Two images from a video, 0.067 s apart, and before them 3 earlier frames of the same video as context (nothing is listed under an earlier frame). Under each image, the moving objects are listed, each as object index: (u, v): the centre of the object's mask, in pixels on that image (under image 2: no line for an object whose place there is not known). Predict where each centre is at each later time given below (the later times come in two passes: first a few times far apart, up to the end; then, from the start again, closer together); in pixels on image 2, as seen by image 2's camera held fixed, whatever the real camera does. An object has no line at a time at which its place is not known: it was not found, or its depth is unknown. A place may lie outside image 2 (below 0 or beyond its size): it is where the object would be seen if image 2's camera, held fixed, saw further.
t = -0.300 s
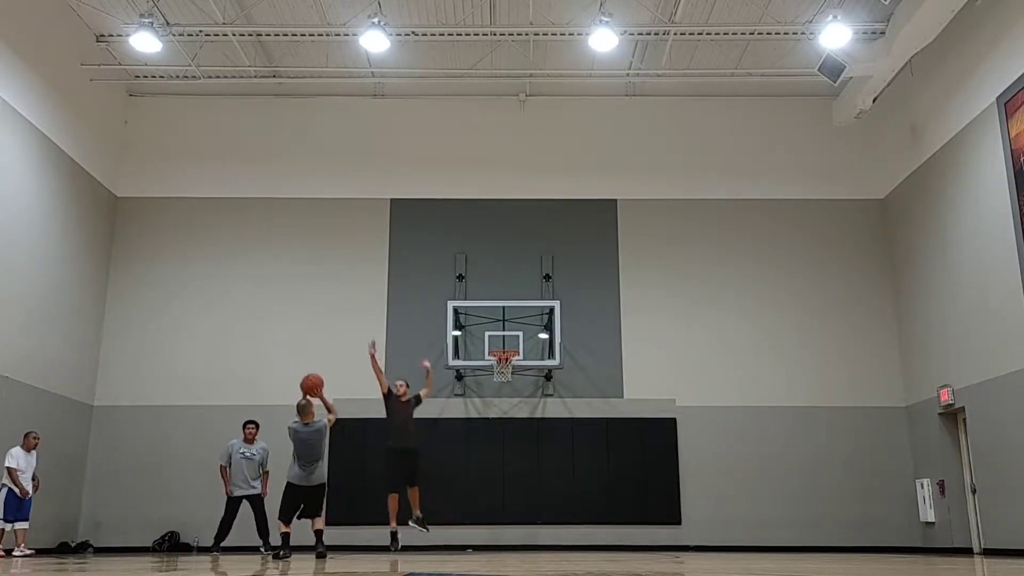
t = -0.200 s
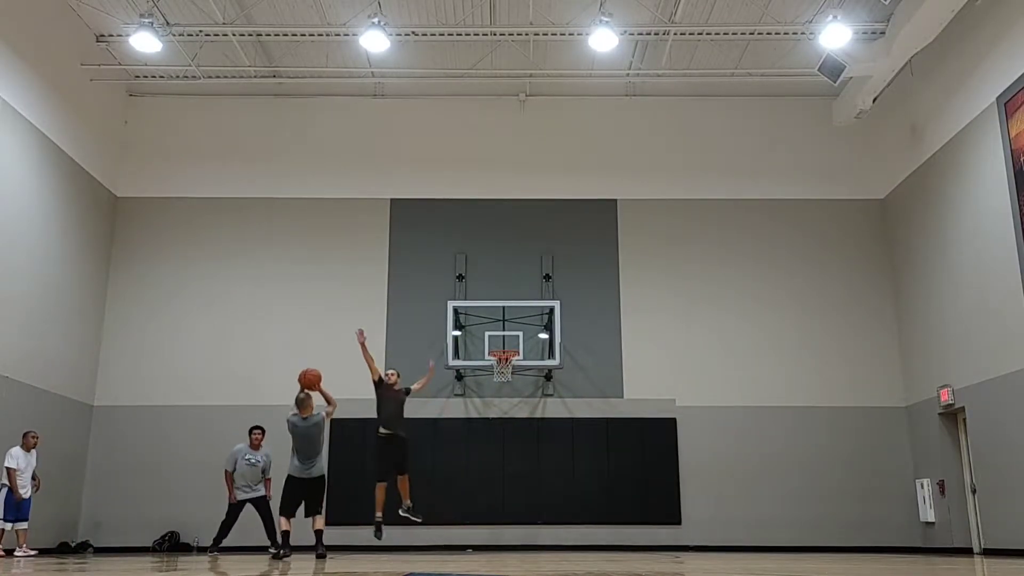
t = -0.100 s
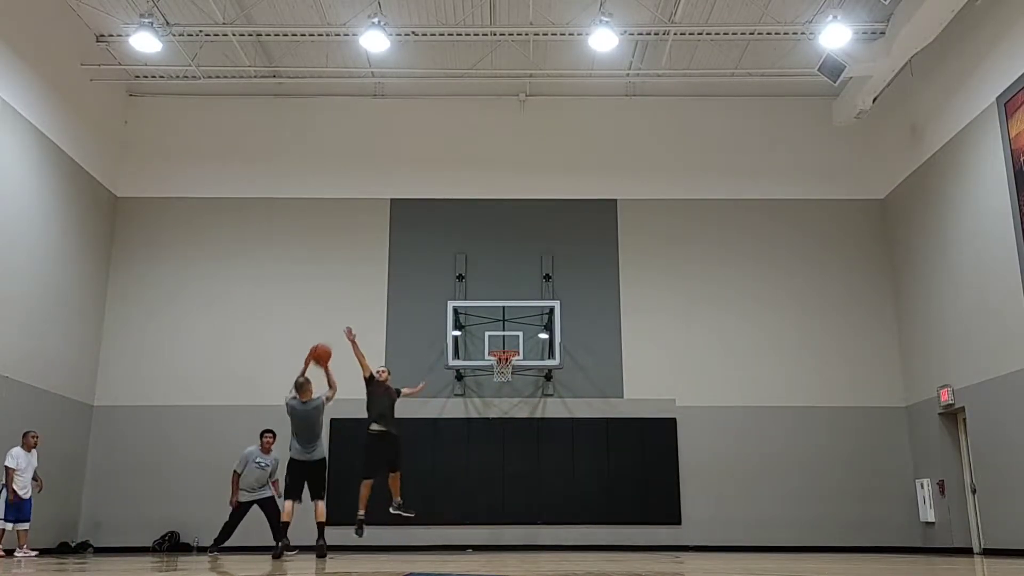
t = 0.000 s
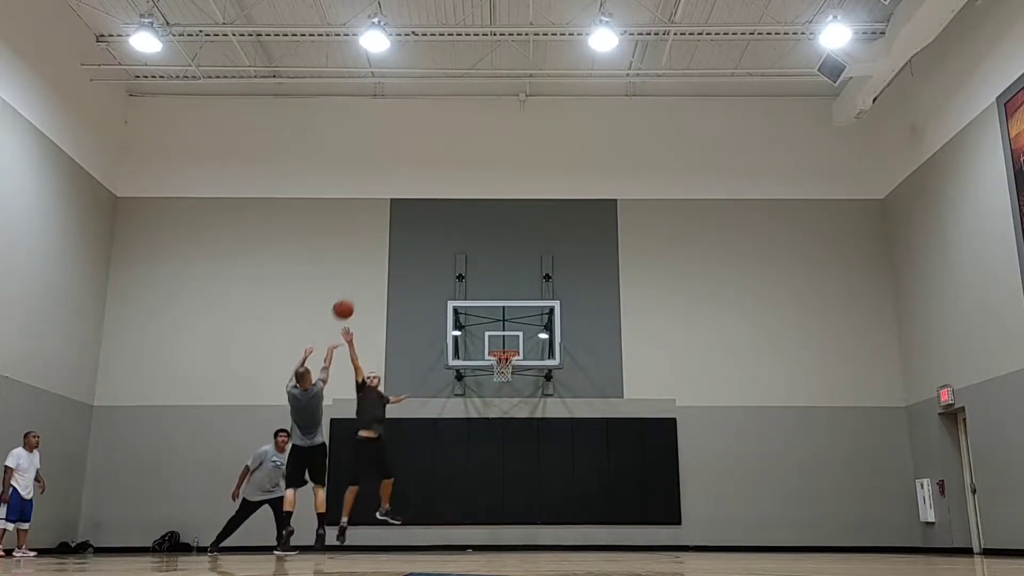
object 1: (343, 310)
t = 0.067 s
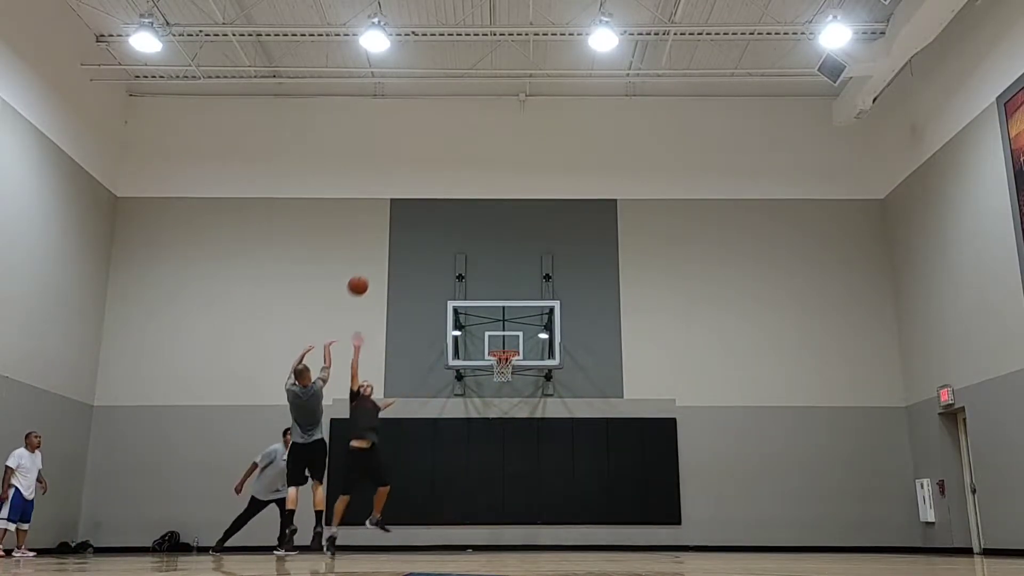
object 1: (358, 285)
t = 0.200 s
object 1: (384, 253)
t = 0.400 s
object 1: (416, 234)
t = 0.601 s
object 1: (442, 243)
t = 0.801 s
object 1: (465, 276)
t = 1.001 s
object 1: (485, 329)
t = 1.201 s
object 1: (489, 324)
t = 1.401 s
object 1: (486, 306)
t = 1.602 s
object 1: (483, 310)
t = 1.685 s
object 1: (481, 320)
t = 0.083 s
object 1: (361, 281)
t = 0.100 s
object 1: (365, 276)
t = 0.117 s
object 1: (368, 272)
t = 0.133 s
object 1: (371, 267)
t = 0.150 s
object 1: (374, 263)
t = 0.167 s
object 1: (377, 260)
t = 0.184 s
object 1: (380, 256)
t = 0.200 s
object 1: (384, 253)
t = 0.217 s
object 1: (387, 250)
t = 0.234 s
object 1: (389, 248)
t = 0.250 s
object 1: (393, 245)
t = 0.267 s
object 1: (395, 243)
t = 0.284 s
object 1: (398, 241)
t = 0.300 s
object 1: (400, 239)
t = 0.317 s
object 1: (403, 238)
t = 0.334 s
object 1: (406, 237)
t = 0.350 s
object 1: (408, 236)
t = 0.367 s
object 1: (411, 235)
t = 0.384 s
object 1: (413, 234)
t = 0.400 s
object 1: (416, 234)
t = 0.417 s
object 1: (418, 234)
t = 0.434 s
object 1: (421, 234)
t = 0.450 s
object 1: (423, 234)
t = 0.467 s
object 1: (425, 234)
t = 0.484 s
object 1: (427, 235)
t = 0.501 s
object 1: (429, 235)
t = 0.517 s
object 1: (432, 236)
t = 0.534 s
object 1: (434, 238)
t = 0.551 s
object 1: (436, 239)
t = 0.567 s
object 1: (438, 240)
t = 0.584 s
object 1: (440, 242)
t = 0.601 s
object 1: (442, 243)
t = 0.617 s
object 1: (445, 245)
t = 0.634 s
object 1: (447, 247)
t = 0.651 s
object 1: (448, 250)
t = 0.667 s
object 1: (451, 252)
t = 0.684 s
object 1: (452, 254)
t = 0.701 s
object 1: (454, 257)
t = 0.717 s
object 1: (456, 260)
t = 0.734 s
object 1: (458, 263)
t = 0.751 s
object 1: (460, 265)
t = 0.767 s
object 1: (462, 269)
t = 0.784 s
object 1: (464, 272)
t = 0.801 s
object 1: (465, 276)
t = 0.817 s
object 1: (467, 280)
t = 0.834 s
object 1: (469, 283)
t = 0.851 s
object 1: (470, 288)
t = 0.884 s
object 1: (474, 296)
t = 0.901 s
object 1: (476, 300)
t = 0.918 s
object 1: (477, 304)
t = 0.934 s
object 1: (479, 308)
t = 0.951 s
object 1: (480, 314)
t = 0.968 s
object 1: (482, 319)
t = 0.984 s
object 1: (484, 323)
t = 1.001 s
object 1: (485, 329)
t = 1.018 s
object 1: (487, 334)
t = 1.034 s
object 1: (488, 339)
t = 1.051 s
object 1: (489, 345)
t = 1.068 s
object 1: (490, 346)
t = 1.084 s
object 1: (490, 344)
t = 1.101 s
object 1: (490, 341)
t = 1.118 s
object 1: (490, 338)
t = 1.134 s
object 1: (490, 335)
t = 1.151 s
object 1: (490, 332)
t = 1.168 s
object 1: (490, 329)
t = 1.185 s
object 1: (489, 326)
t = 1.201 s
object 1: (489, 324)
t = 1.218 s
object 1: (489, 322)
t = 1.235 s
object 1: (489, 320)
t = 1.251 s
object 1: (489, 318)
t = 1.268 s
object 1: (489, 316)
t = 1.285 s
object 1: (488, 314)
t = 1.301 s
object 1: (488, 312)
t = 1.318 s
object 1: (488, 311)
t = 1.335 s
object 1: (487, 309)
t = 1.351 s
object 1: (487, 308)
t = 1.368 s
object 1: (487, 307)
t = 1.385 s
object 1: (486, 306)
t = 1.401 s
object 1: (486, 306)
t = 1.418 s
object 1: (486, 305)
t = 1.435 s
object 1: (486, 305)
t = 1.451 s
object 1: (485, 305)
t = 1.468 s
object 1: (485, 305)
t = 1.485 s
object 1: (485, 305)
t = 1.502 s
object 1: (485, 305)
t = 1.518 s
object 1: (484, 306)
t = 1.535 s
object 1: (484, 306)
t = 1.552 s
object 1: (484, 307)
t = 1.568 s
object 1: (483, 308)
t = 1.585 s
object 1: (483, 309)
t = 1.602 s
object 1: (483, 310)
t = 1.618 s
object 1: (482, 313)
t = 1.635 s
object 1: (482, 314)
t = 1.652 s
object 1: (482, 315)
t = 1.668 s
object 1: (481, 318)
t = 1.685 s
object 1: (481, 320)
